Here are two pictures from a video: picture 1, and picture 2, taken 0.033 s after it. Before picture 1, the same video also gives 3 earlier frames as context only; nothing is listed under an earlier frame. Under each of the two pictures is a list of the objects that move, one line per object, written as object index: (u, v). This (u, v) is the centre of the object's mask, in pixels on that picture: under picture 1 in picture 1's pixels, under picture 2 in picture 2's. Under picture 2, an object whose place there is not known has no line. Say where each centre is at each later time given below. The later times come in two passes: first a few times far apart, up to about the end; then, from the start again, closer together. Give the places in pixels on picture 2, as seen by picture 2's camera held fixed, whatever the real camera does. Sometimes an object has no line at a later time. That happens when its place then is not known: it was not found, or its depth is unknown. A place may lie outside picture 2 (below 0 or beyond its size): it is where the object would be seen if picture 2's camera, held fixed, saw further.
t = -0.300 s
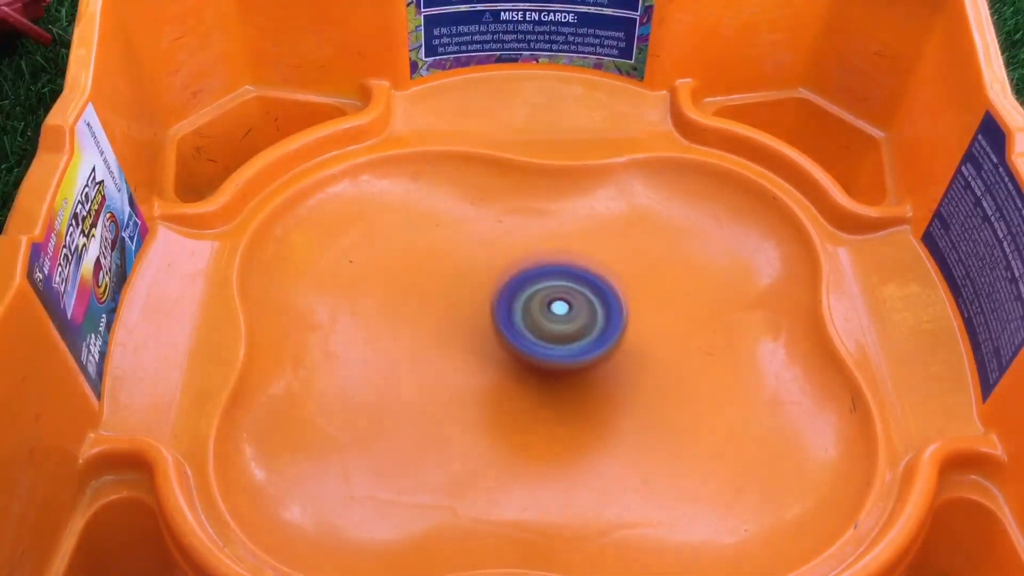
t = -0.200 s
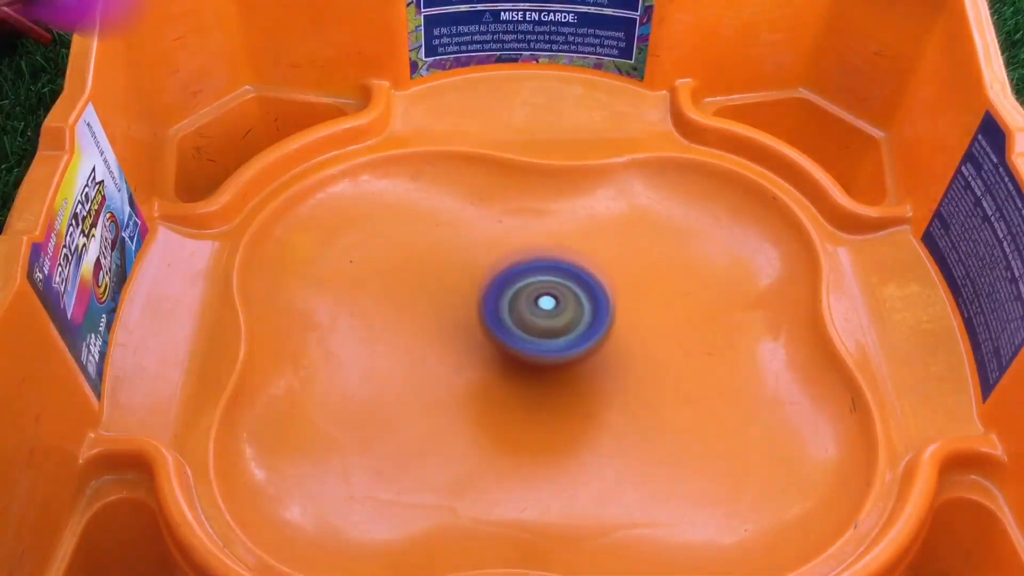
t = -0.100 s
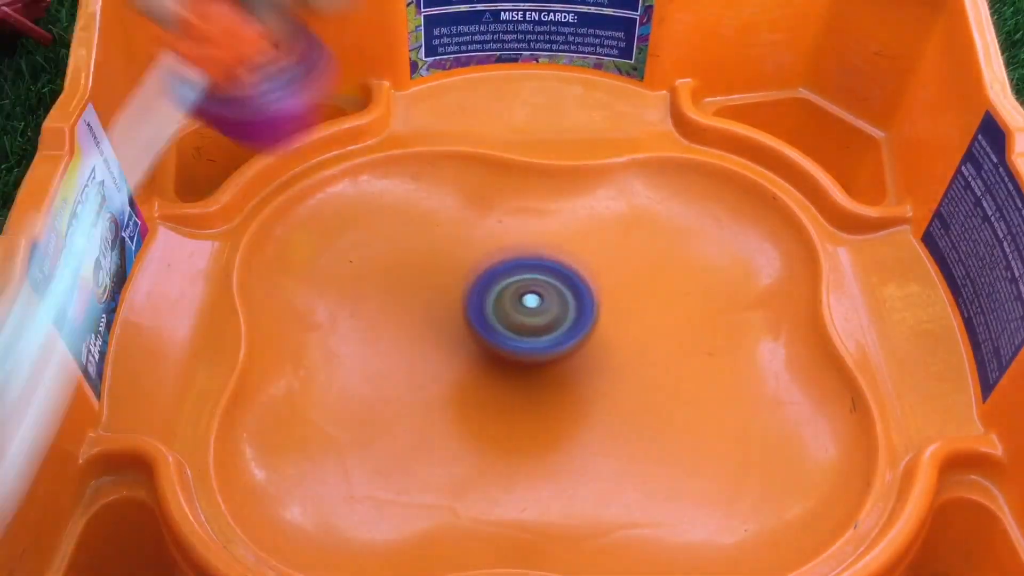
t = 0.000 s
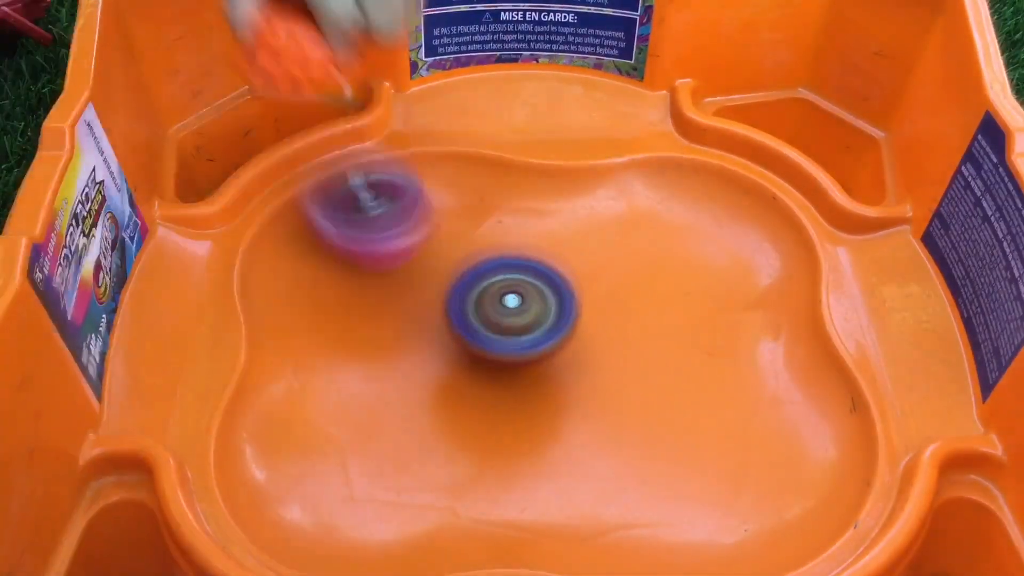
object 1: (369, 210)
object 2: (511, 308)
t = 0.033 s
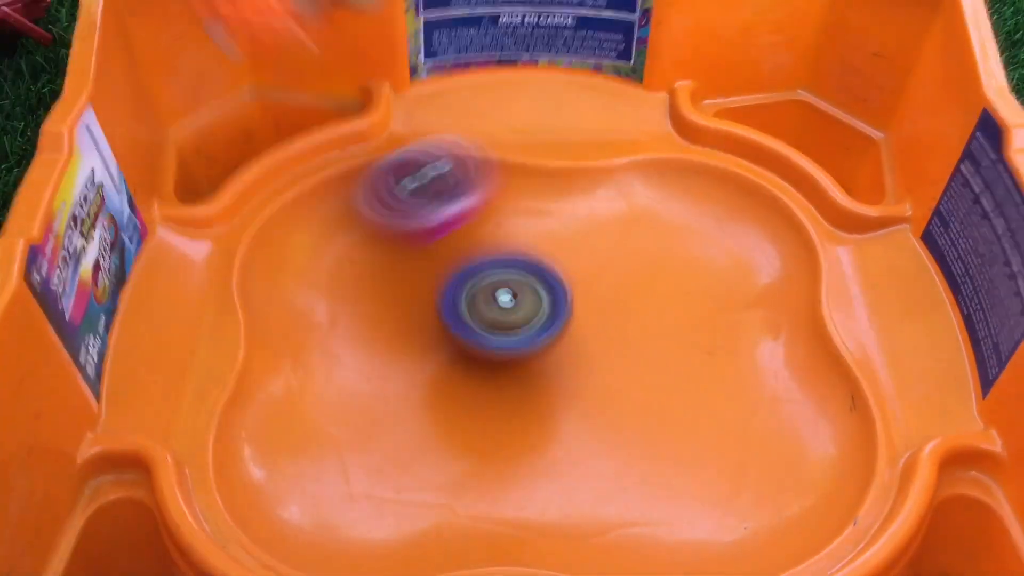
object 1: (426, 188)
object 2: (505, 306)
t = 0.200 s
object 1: (719, 223)
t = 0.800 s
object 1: (249, 168)
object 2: (601, 313)
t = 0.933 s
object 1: (415, 146)
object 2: (551, 309)
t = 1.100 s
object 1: (673, 228)
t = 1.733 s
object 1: (312, 309)
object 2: (325, 192)
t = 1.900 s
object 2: (274, 140)
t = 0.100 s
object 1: (547, 155)
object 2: (492, 308)
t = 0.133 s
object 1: (604, 166)
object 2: (491, 308)
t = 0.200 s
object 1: (719, 223)
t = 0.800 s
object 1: (249, 168)
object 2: (601, 313)
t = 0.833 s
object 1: (273, 146)
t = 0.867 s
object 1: (313, 134)
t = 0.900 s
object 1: (360, 134)
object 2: (567, 306)
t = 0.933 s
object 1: (415, 146)
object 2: (551, 309)
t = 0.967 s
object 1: (472, 173)
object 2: (536, 313)
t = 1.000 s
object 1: (529, 208)
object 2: (522, 322)
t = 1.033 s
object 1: (577, 214)
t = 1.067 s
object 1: (626, 221)
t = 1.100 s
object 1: (673, 228)
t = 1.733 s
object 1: (312, 309)
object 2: (325, 192)
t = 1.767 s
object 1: (330, 367)
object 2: (306, 155)
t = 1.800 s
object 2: (292, 129)
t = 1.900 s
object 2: (274, 140)
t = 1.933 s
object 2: (288, 166)
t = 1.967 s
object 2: (311, 203)
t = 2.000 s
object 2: (339, 240)
